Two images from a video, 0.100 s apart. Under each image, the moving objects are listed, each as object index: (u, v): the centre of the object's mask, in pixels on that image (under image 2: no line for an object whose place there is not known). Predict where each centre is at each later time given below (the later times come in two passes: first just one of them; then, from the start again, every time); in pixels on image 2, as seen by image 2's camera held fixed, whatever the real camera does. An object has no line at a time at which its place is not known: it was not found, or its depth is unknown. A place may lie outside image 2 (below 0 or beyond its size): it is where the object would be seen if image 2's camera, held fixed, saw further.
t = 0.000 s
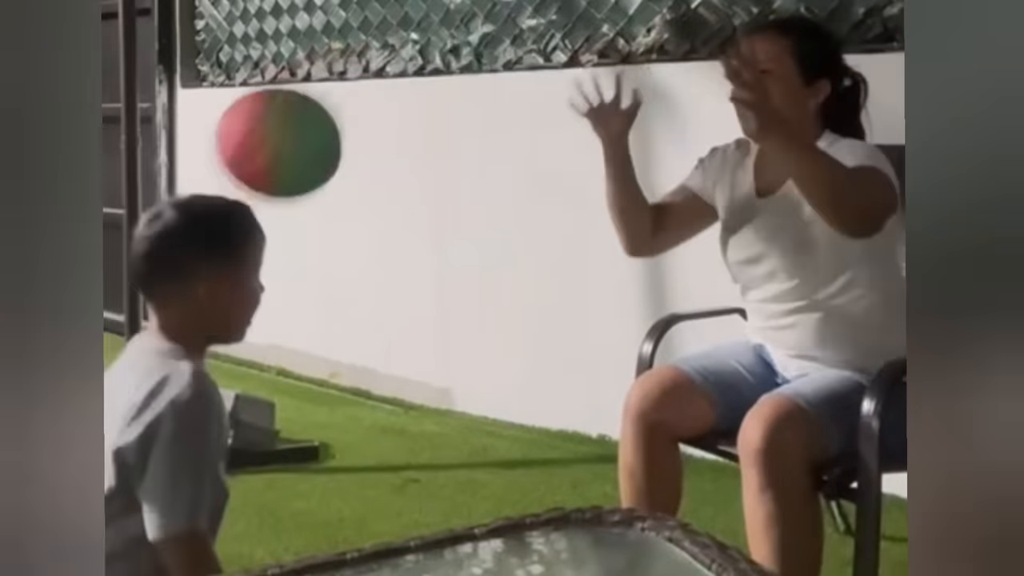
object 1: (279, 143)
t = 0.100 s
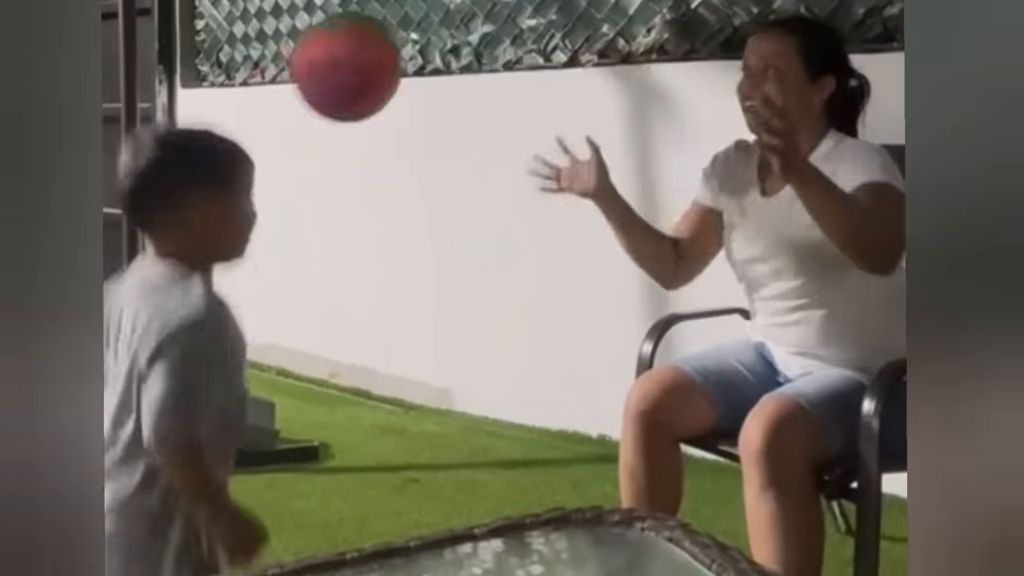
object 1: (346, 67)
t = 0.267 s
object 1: (424, 113)
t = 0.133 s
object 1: (363, 66)
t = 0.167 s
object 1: (379, 71)
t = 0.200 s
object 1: (393, 78)
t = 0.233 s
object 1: (409, 95)
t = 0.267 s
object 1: (424, 113)
